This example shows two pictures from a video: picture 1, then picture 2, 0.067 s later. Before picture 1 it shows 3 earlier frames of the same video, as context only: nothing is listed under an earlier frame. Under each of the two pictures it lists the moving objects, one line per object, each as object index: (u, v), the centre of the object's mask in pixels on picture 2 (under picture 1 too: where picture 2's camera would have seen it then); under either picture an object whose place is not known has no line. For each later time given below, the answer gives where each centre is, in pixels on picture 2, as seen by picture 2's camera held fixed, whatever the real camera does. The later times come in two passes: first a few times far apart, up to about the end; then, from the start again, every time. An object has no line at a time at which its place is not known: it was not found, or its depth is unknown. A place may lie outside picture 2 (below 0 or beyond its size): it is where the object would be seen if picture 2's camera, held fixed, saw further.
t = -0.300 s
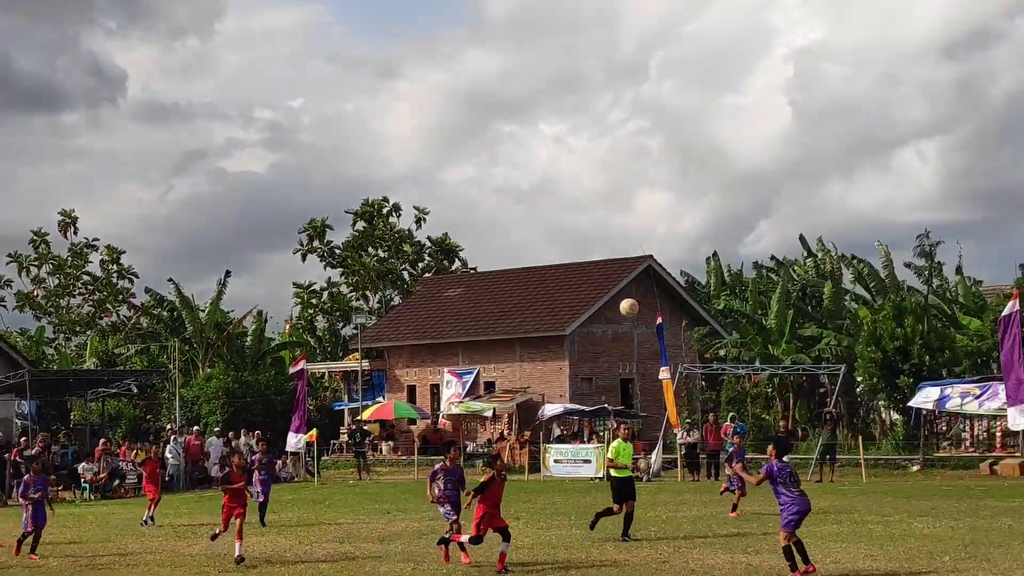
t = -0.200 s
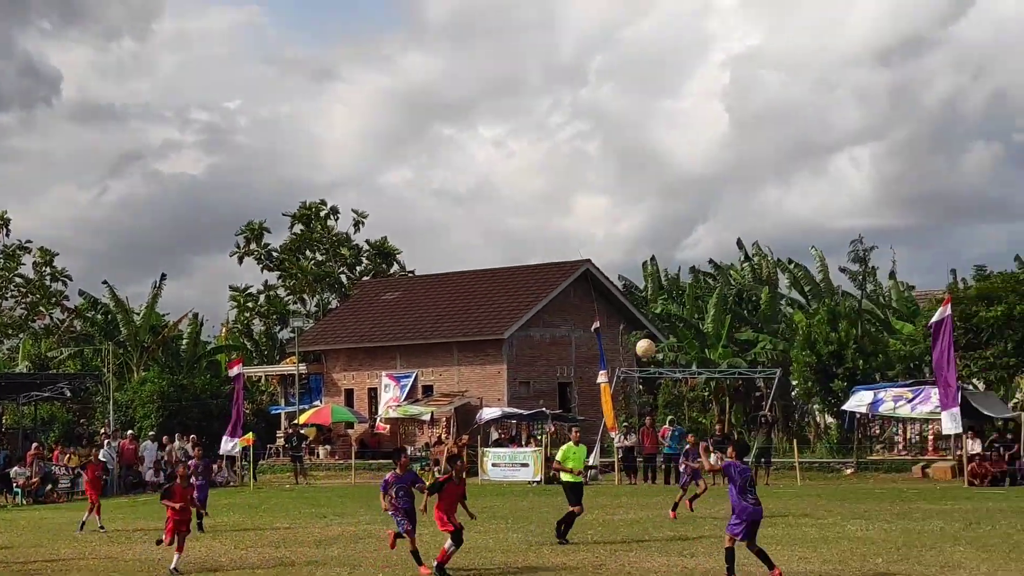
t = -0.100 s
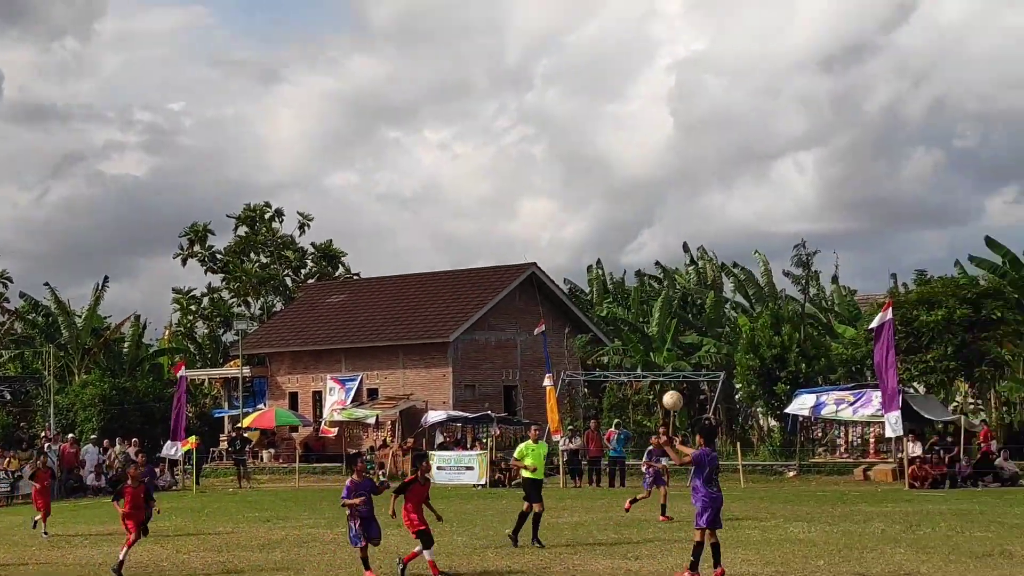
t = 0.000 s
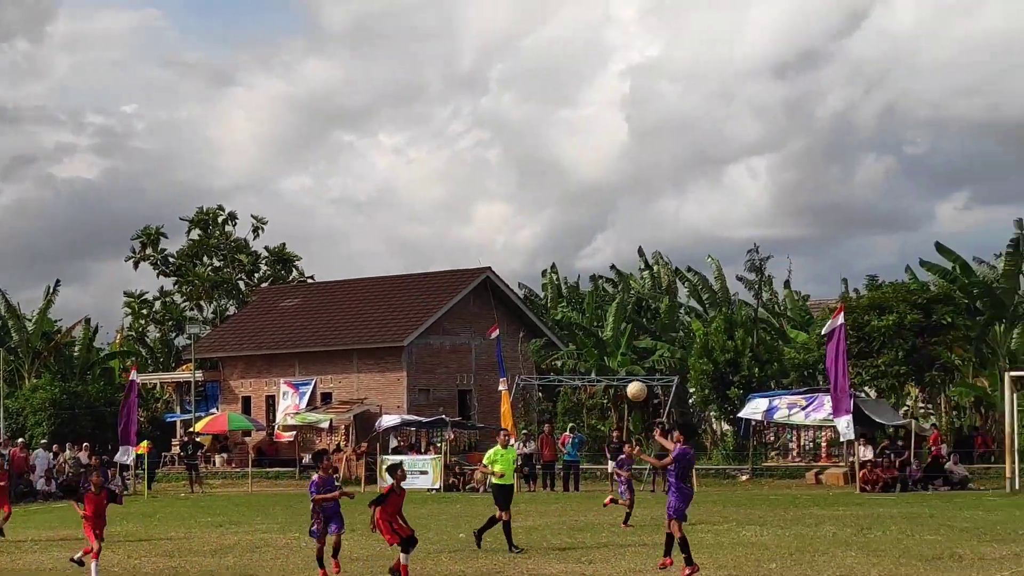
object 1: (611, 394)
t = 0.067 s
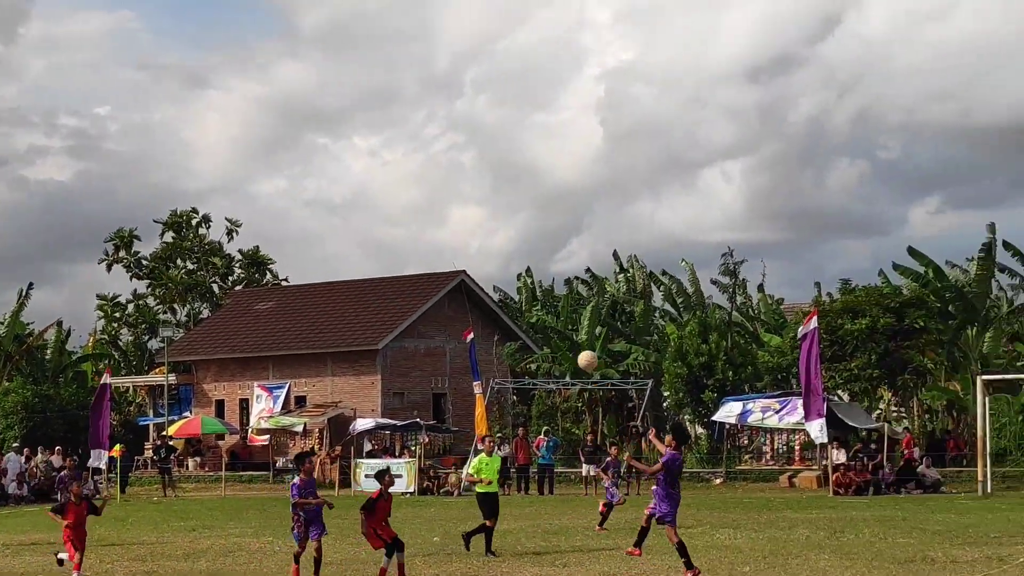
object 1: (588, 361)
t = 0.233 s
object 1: (529, 294)
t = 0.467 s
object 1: (447, 246)
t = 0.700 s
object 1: (366, 250)
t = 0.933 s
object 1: (285, 307)
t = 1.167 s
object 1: (205, 423)
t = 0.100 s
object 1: (576, 345)
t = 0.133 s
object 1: (564, 331)
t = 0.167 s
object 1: (552, 317)
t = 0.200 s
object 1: (540, 305)
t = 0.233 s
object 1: (529, 294)
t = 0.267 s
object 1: (517, 284)
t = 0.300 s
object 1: (505, 275)
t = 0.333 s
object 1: (493, 267)
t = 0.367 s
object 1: (482, 260)
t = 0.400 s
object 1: (470, 254)
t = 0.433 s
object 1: (459, 249)
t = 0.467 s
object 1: (447, 246)
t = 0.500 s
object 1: (436, 243)
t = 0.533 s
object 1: (424, 241)
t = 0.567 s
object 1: (413, 241)
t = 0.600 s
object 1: (401, 241)
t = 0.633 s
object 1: (390, 243)
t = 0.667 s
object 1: (378, 246)
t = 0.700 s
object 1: (366, 250)
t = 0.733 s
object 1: (355, 255)
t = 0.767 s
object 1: (343, 261)
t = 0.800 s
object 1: (332, 268)
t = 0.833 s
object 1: (320, 276)
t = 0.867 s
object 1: (309, 285)
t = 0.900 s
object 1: (297, 295)
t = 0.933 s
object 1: (285, 307)
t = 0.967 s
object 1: (274, 320)
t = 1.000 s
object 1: (263, 335)
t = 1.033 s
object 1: (251, 350)
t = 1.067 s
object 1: (239, 366)
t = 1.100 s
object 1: (228, 385)
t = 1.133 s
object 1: (216, 403)
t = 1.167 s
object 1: (205, 423)
